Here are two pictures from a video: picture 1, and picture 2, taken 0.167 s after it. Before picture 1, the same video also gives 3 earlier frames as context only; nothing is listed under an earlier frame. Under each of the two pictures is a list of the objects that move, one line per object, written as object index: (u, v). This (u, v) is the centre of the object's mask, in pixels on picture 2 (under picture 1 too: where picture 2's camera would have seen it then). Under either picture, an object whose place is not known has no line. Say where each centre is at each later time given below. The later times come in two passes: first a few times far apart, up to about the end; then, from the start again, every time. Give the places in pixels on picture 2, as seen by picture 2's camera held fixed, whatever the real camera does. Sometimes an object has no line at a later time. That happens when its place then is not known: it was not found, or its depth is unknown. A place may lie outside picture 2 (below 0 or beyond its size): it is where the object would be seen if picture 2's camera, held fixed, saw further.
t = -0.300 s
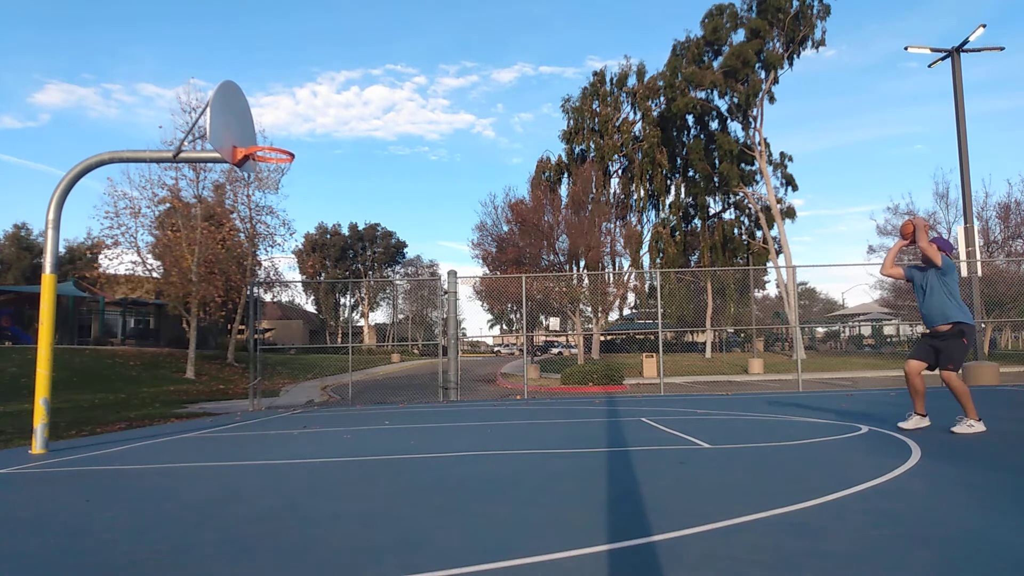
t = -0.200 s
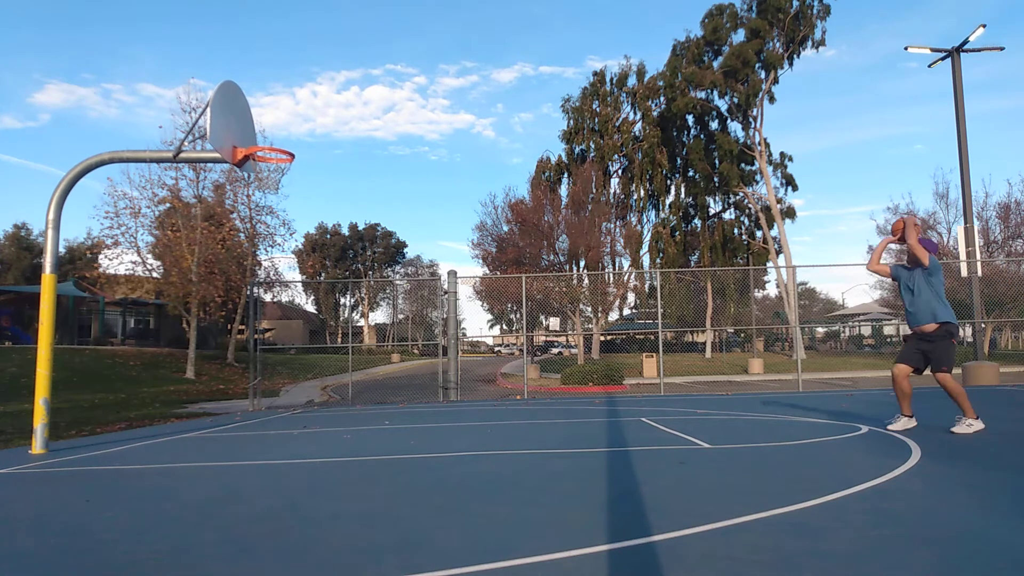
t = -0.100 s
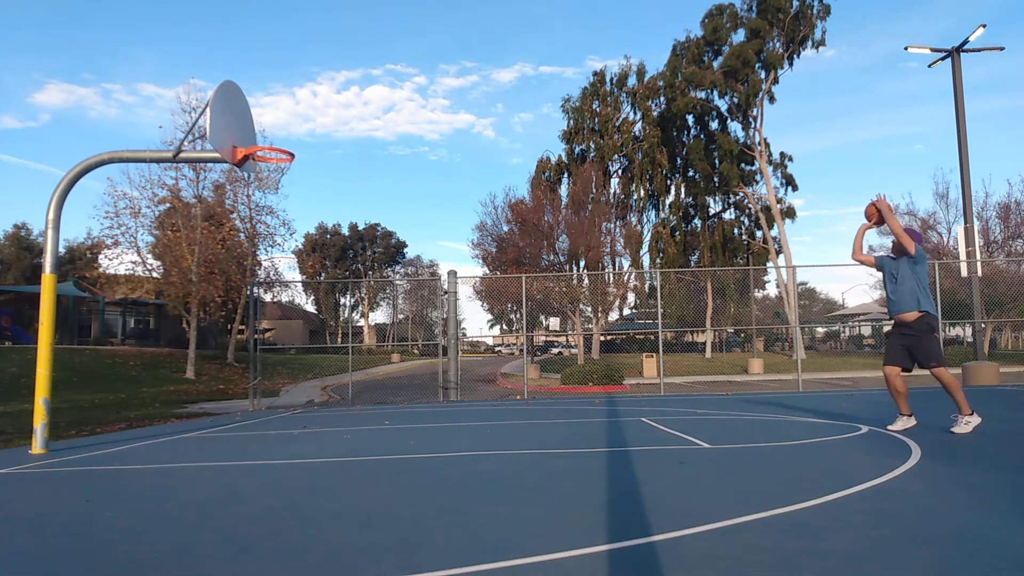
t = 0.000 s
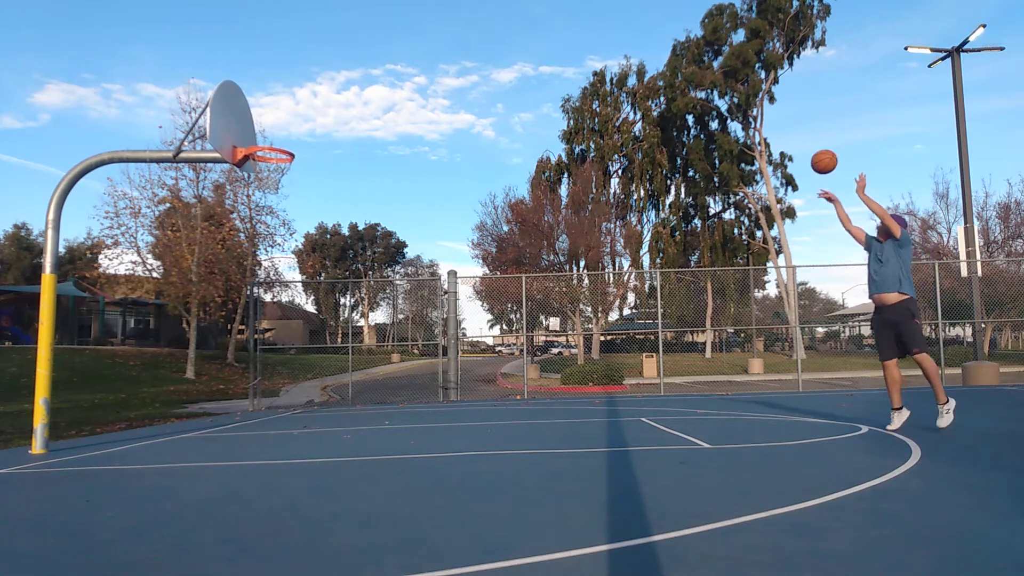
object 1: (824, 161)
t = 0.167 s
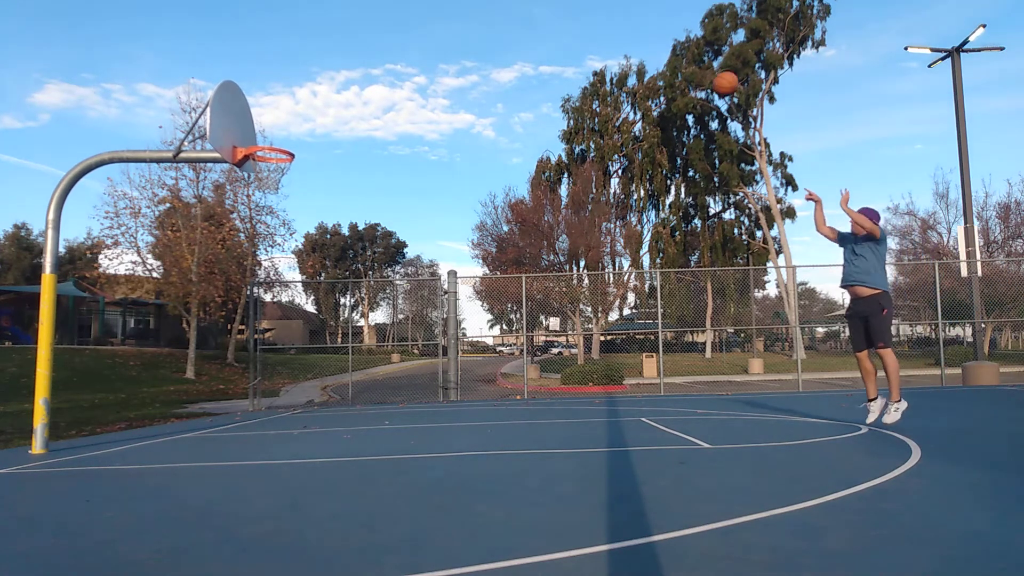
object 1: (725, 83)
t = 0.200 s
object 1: (706, 72)
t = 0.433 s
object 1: (584, 23)
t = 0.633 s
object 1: (486, 22)
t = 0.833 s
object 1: (395, 57)
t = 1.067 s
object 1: (293, 139)
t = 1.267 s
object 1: (250, 135)
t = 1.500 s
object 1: (299, 146)
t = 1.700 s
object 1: (342, 190)
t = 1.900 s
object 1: (384, 268)
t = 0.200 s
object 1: (706, 72)
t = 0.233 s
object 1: (688, 61)
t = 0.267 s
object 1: (670, 52)
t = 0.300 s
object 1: (652, 44)
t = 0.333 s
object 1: (635, 37)
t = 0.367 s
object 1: (617, 31)
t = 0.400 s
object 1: (600, 27)
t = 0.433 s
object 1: (584, 23)
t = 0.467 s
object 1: (567, 21)
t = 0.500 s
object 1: (551, 19)
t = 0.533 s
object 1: (534, 18)
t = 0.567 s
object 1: (518, 19)
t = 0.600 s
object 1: (502, 20)
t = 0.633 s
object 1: (486, 22)
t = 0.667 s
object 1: (471, 26)
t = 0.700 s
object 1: (455, 30)
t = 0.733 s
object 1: (440, 35)
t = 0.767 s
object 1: (425, 42)
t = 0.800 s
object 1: (410, 49)
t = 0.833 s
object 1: (395, 57)
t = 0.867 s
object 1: (380, 66)
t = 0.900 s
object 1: (366, 76)
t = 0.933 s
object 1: (351, 87)
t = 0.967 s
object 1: (336, 99)
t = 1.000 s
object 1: (322, 111)
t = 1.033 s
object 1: (307, 125)
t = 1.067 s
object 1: (293, 139)
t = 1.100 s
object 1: (283, 141)
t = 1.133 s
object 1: (274, 138)
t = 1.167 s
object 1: (266, 136)
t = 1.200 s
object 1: (257, 135)
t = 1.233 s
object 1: (249, 136)
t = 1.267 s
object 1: (250, 135)
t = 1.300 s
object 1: (258, 133)
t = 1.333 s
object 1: (265, 133)
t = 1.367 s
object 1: (272, 134)
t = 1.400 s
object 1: (279, 135)
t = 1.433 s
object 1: (285, 138)
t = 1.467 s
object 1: (292, 142)
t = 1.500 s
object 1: (299, 146)
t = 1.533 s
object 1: (306, 151)
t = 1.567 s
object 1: (313, 157)
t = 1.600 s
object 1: (321, 164)
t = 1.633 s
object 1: (328, 172)
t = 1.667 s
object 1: (335, 181)
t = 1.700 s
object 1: (342, 190)
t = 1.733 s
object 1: (349, 201)
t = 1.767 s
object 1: (356, 213)
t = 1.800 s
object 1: (363, 225)
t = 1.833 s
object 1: (370, 238)
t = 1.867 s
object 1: (377, 253)
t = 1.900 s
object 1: (384, 268)
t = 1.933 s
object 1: (391, 284)
